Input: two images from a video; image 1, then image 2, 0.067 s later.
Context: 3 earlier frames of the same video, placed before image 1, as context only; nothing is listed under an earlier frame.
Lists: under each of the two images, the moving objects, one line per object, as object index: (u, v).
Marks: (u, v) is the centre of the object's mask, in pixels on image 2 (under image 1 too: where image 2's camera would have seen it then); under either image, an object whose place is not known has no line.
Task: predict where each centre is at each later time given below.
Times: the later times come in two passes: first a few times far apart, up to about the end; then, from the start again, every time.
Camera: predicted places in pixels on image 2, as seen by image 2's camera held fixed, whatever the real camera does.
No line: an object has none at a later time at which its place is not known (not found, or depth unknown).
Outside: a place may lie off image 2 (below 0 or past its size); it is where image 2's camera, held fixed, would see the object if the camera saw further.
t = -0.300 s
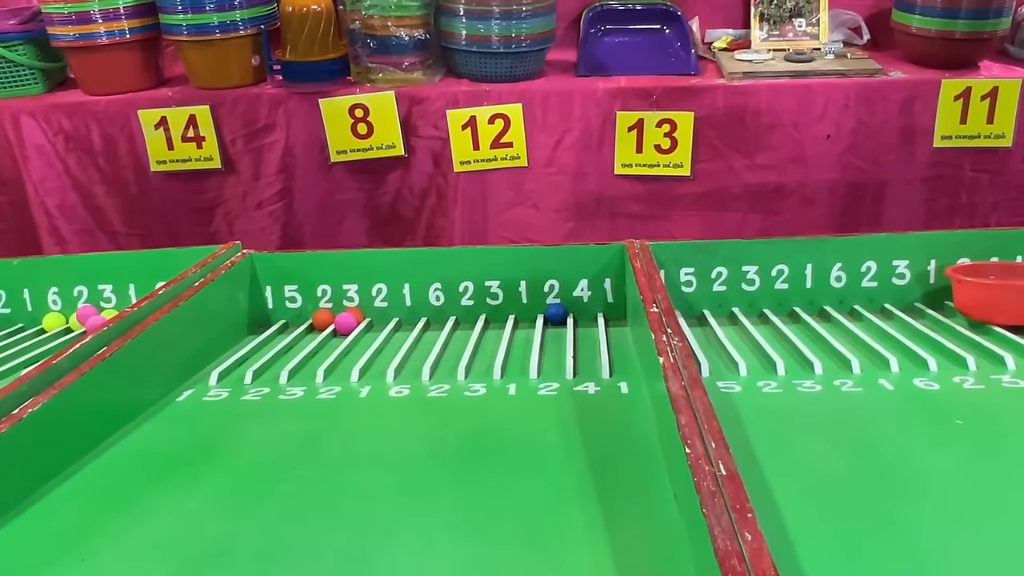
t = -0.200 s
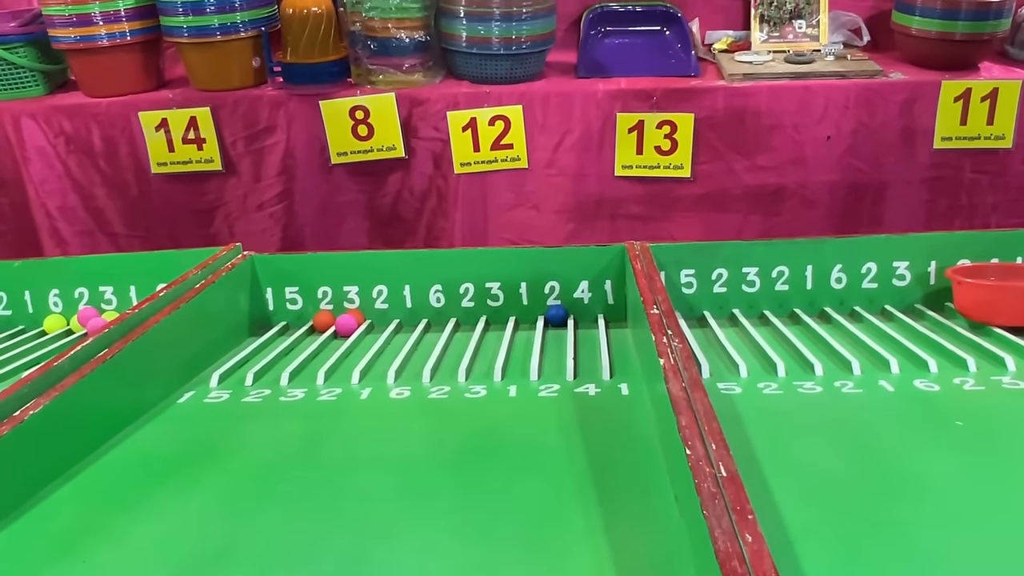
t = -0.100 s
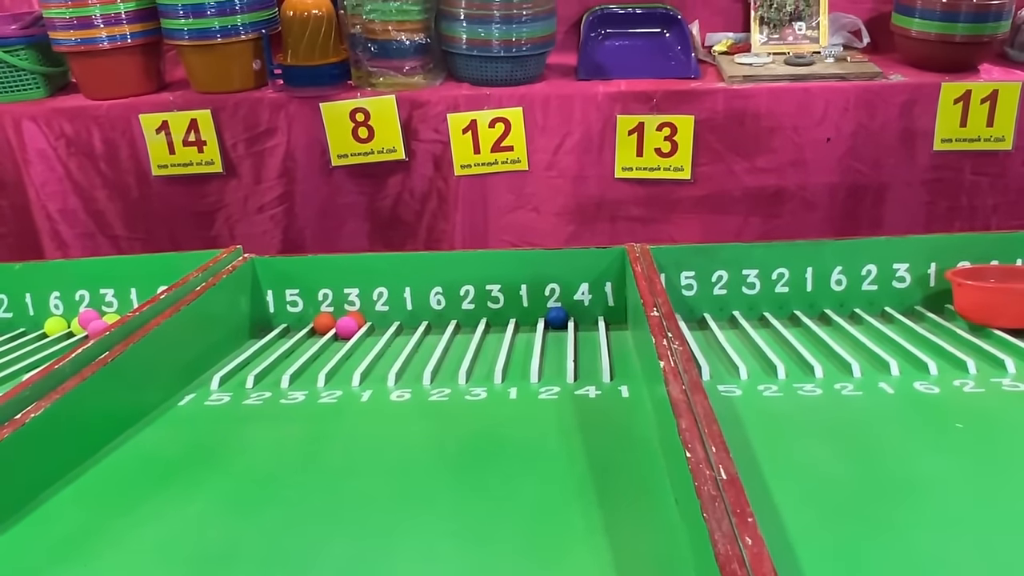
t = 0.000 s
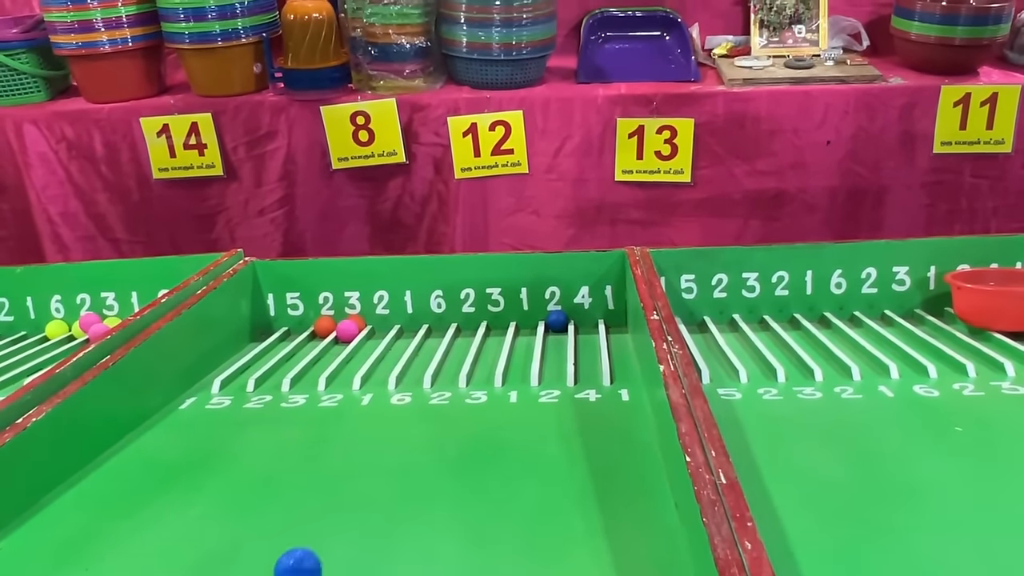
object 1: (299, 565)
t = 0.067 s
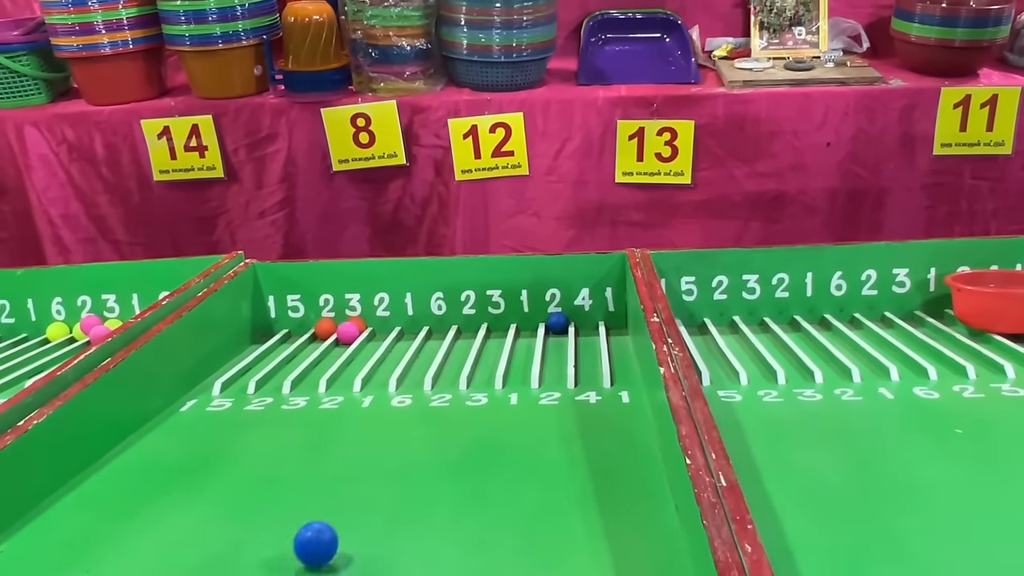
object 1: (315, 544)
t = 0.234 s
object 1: (362, 471)
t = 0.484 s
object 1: (423, 379)
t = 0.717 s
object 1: (452, 323)
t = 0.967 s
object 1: (452, 319)
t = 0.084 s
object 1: (320, 534)
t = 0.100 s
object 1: (324, 526)
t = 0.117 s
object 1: (329, 520)
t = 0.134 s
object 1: (334, 513)
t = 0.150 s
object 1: (339, 506)
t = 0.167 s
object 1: (344, 500)
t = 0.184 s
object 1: (348, 491)
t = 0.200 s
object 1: (353, 485)
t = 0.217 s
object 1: (357, 478)
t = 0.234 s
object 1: (362, 471)
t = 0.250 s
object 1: (366, 462)
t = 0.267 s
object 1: (370, 455)
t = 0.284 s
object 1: (374, 451)
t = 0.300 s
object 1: (379, 442)
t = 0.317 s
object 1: (382, 435)
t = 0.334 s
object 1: (386, 431)
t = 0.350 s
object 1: (390, 427)
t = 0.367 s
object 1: (394, 420)
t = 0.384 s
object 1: (398, 416)
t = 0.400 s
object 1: (402, 408)
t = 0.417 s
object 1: (406, 401)
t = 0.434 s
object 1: (410, 397)
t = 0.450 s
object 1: (414, 393)
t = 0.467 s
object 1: (418, 385)
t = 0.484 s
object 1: (423, 379)
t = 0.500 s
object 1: (427, 376)
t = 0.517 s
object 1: (428, 362)
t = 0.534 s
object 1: (430, 348)
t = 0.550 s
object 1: (431, 336)
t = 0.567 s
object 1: (433, 328)
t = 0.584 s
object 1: (434, 320)
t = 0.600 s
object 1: (436, 314)
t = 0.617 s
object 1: (437, 310)
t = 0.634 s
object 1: (440, 307)
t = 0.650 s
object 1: (442, 306)
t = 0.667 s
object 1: (445, 307)
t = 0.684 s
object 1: (447, 310)
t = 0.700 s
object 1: (449, 315)
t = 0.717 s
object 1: (452, 323)
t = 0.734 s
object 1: (455, 330)
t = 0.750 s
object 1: (458, 339)
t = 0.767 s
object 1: (461, 351)
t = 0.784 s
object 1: (460, 341)
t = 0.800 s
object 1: (459, 331)
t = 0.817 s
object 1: (458, 322)
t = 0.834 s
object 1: (456, 316)
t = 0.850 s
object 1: (455, 311)
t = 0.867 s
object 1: (454, 308)
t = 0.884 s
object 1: (453, 306)
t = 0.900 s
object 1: (453, 305)
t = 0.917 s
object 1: (453, 306)
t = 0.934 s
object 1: (453, 309)
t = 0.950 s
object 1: (452, 314)
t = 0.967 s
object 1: (452, 319)
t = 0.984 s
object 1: (453, 311)
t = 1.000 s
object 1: (453, 303)
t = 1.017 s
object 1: (453, 298)
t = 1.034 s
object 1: (453, 294)
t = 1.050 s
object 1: (453, 291)
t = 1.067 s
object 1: (453, 291)
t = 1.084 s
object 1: (453, 291)
